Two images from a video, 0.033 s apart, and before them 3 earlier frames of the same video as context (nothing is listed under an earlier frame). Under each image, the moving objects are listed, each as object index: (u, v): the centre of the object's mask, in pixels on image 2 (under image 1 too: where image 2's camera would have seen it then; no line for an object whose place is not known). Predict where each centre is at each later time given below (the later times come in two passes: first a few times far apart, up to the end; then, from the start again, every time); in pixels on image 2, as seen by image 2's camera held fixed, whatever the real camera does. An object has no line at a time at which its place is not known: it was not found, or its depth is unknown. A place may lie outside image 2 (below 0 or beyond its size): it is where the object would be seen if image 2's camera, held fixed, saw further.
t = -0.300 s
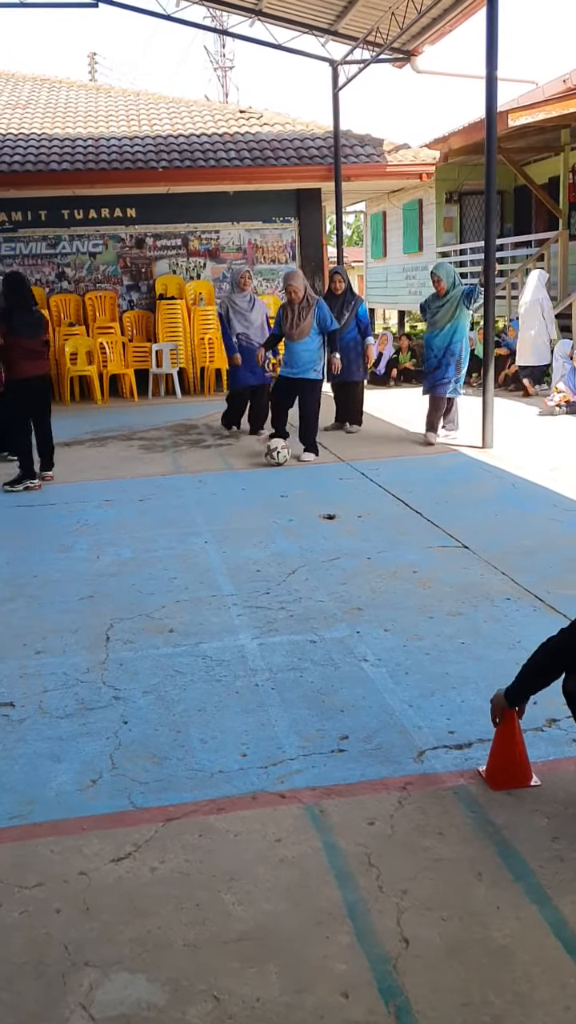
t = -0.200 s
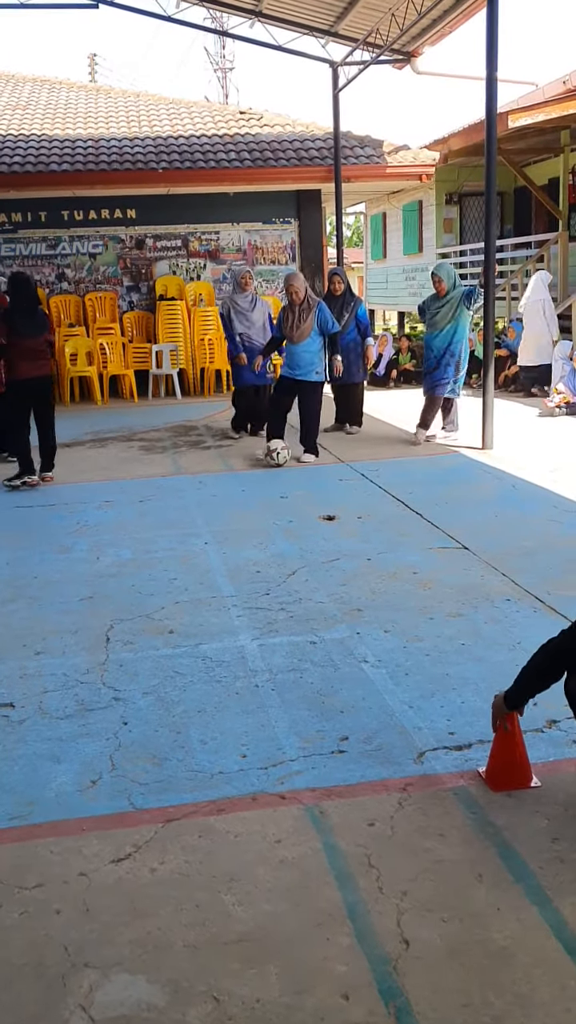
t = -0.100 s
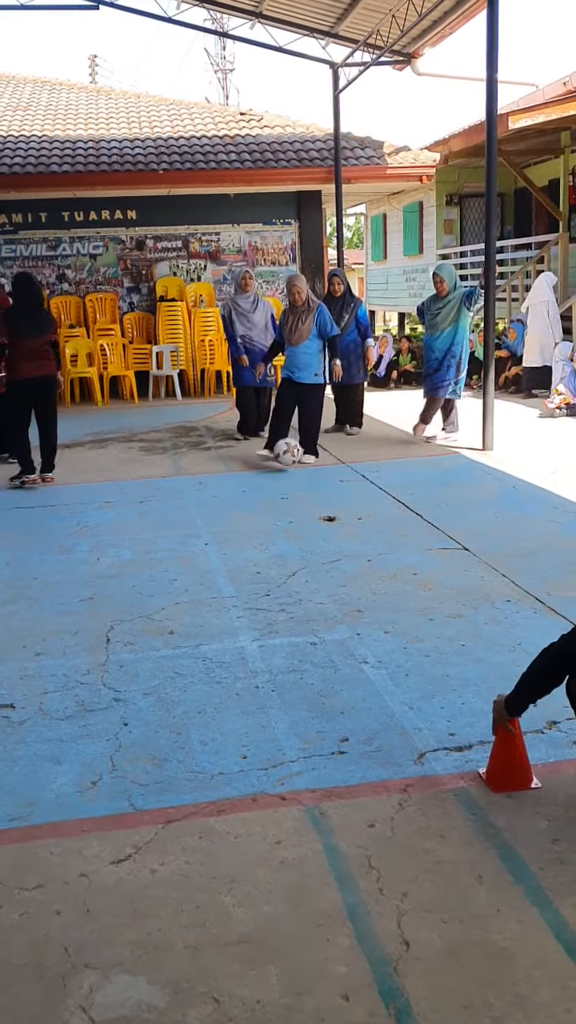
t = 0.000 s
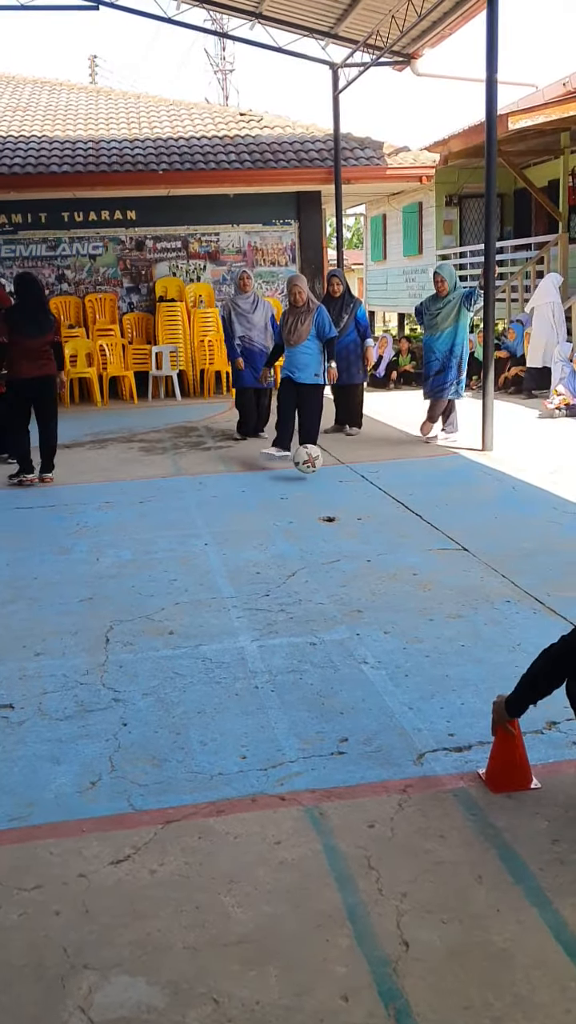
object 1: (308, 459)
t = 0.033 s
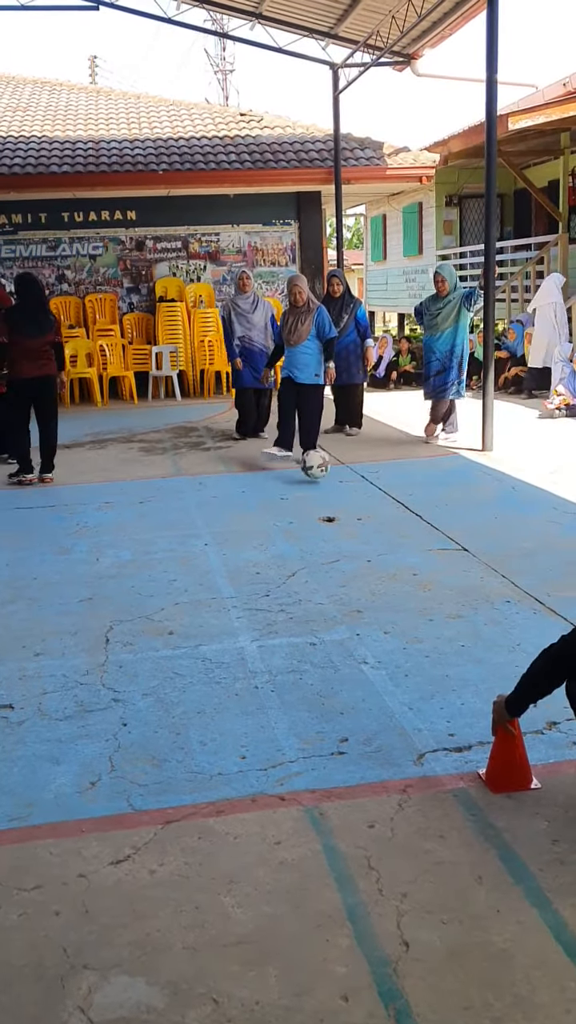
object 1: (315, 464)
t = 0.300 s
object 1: (371, 481)
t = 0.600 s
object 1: (431, 496)
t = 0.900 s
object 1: (506, 522)
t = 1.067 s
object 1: (556, 538)
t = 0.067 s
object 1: (323, 471)
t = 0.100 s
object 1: (329, 471)
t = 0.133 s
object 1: (337, 471)
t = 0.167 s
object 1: (343, 472)
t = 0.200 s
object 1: (351, 475)
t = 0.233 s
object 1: (359, 480)
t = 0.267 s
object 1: (366, 482)
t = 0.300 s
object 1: (371, 481)
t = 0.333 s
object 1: (378, 480)
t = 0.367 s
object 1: (384, 483)
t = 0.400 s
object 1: (391, 486)
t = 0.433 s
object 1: (397, 492)
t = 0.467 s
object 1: (404, 492)
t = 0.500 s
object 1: (411, 491)
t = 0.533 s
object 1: (417, 491)
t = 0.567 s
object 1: (424, 493)
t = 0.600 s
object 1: (431, 496)
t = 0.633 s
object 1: (438, 502)
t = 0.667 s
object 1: (446, 506)
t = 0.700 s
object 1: (454, 505)
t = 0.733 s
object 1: (462, 506)
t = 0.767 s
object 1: (470, 510)
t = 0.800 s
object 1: (479, 515)
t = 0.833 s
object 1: (487, 518)
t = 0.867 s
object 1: (496, 518)
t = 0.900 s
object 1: (506, 522)
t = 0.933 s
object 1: (515, 527)
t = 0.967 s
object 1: (525, 529)
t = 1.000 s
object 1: (535, 531)
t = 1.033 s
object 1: (546, 536)
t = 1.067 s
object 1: (556, 538)
